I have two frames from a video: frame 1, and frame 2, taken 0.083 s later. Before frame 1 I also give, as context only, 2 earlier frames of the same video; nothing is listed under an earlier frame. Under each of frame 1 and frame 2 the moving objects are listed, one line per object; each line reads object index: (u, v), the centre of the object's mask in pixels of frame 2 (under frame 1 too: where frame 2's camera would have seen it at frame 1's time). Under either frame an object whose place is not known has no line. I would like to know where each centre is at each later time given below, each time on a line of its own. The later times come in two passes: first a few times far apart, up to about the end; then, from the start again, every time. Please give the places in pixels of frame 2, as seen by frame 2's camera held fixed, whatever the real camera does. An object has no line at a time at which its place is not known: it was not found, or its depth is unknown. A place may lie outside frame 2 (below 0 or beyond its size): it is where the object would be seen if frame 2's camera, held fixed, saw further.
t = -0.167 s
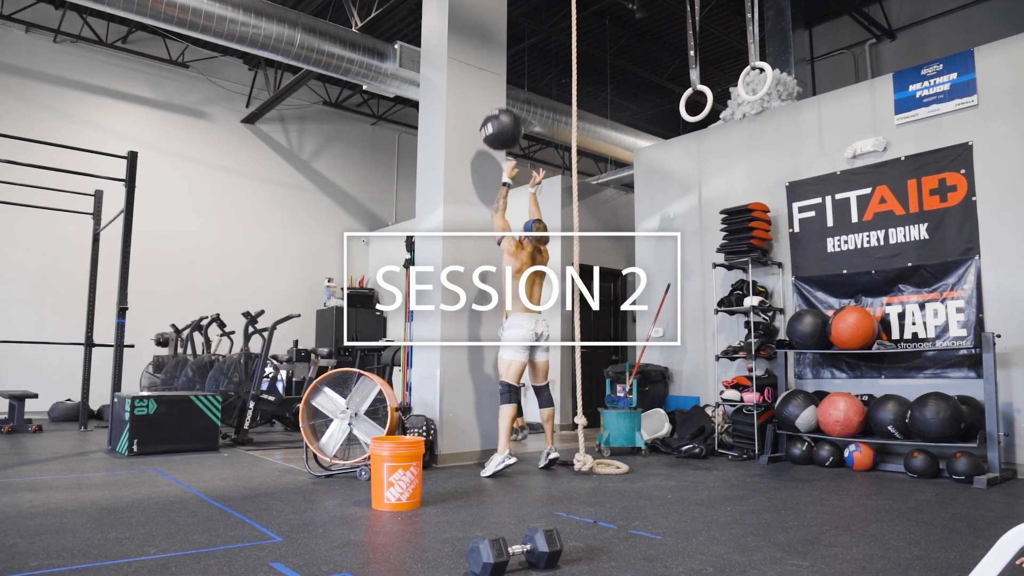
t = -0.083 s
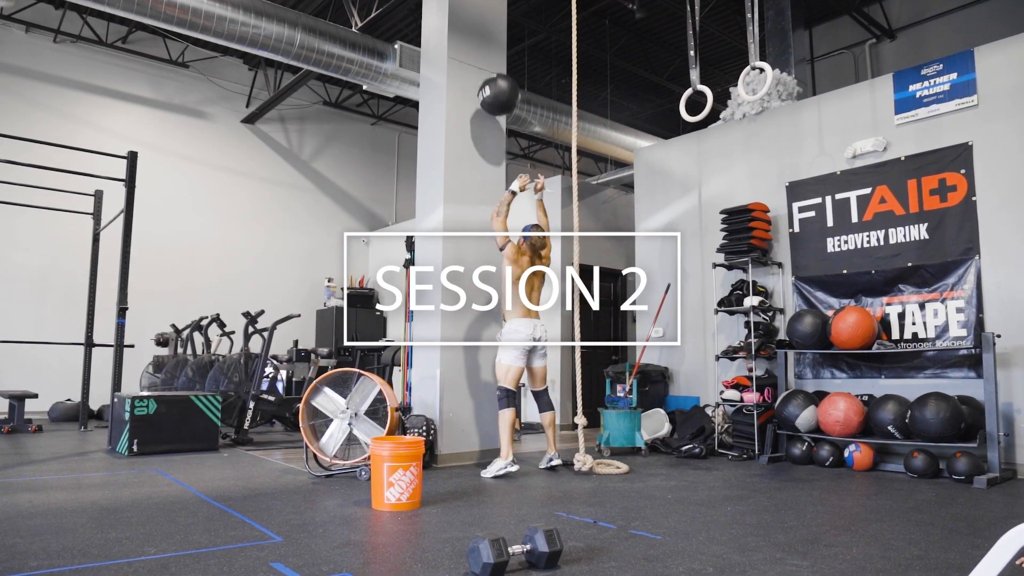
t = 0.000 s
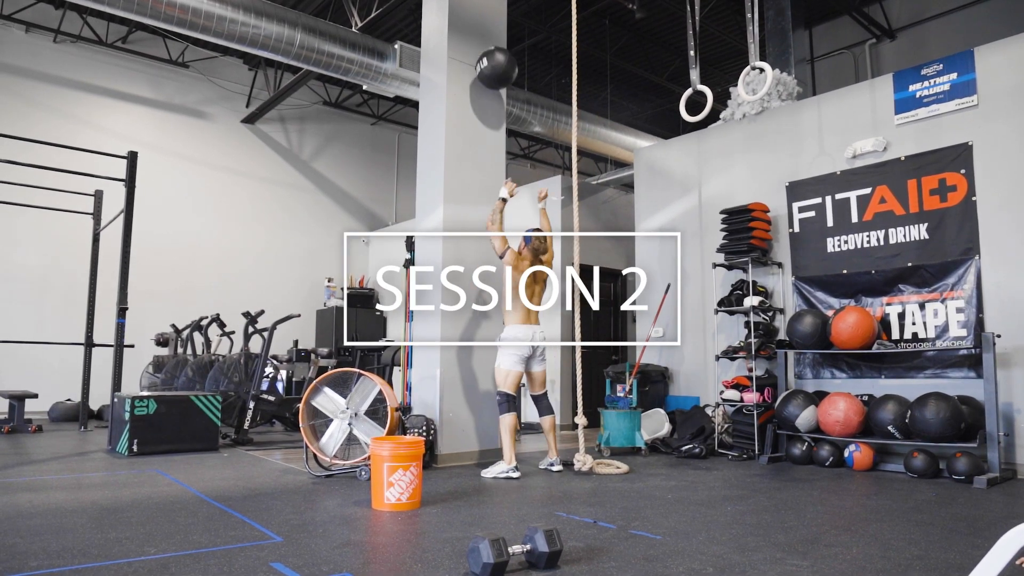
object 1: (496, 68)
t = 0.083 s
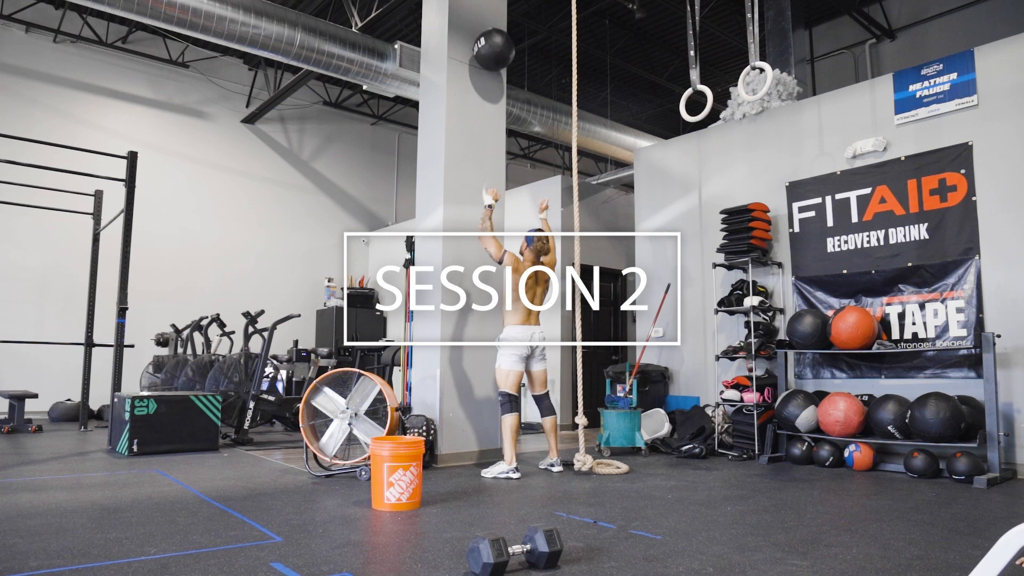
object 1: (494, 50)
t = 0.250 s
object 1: (490, 35)
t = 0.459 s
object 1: (495, 52)
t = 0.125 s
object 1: (493, 43)
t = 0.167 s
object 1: (491, 39)
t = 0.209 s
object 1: (490, 36)
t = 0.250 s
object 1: (490, 35)
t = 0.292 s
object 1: (491, 34)
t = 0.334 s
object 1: (492, 36)
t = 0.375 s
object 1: (494, 40)
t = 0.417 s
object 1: (495, 45)
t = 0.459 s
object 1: (495, 52)
